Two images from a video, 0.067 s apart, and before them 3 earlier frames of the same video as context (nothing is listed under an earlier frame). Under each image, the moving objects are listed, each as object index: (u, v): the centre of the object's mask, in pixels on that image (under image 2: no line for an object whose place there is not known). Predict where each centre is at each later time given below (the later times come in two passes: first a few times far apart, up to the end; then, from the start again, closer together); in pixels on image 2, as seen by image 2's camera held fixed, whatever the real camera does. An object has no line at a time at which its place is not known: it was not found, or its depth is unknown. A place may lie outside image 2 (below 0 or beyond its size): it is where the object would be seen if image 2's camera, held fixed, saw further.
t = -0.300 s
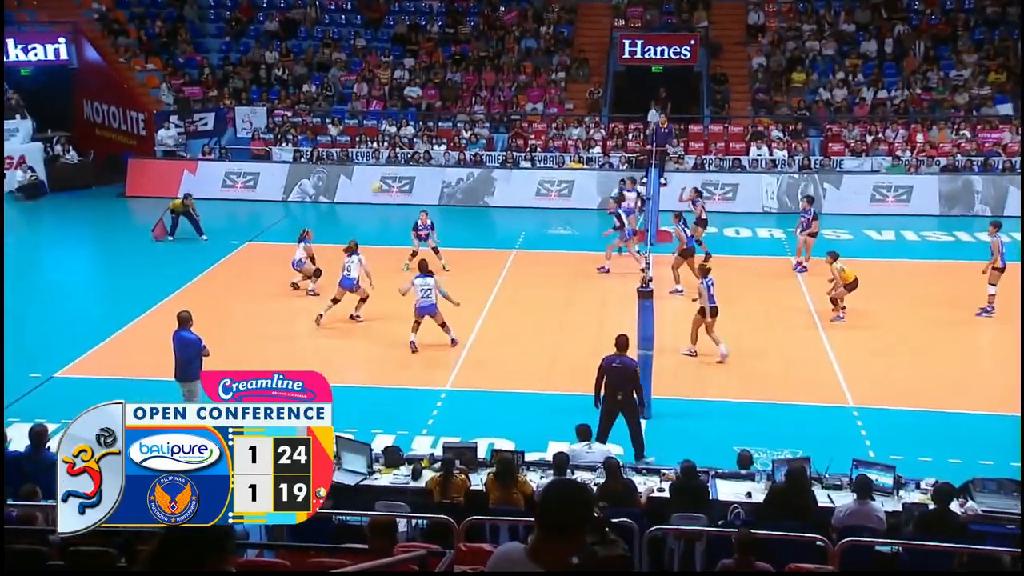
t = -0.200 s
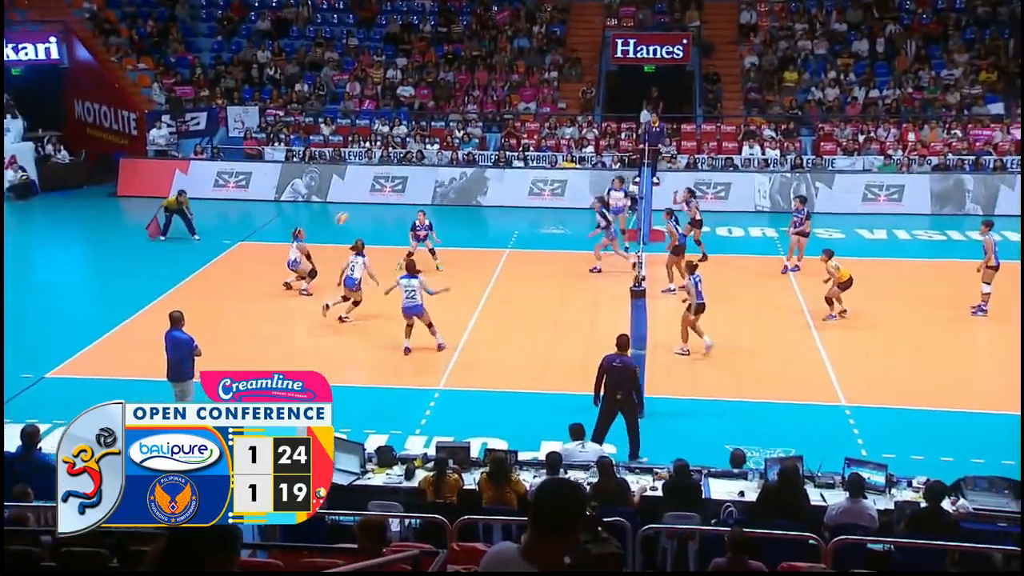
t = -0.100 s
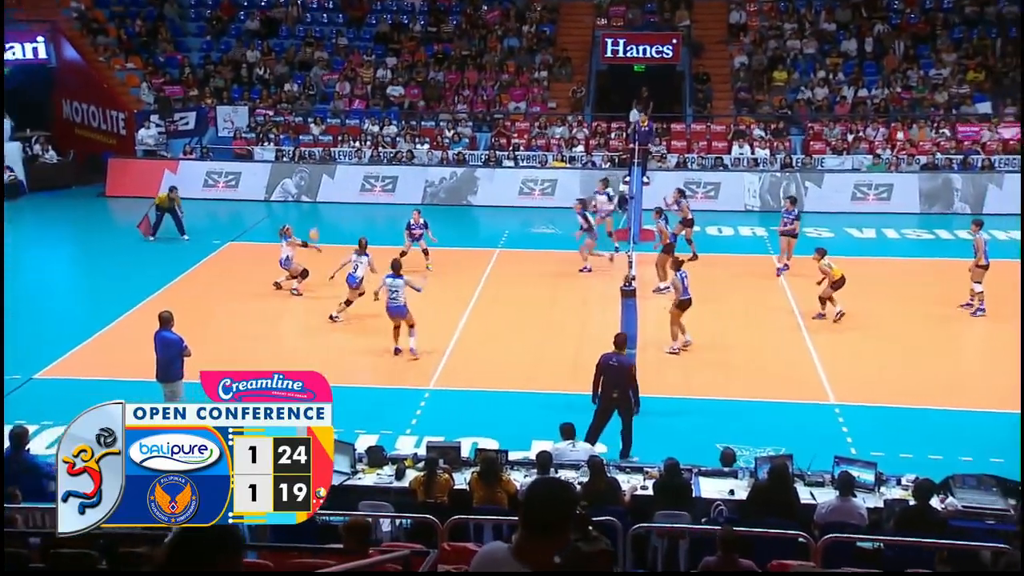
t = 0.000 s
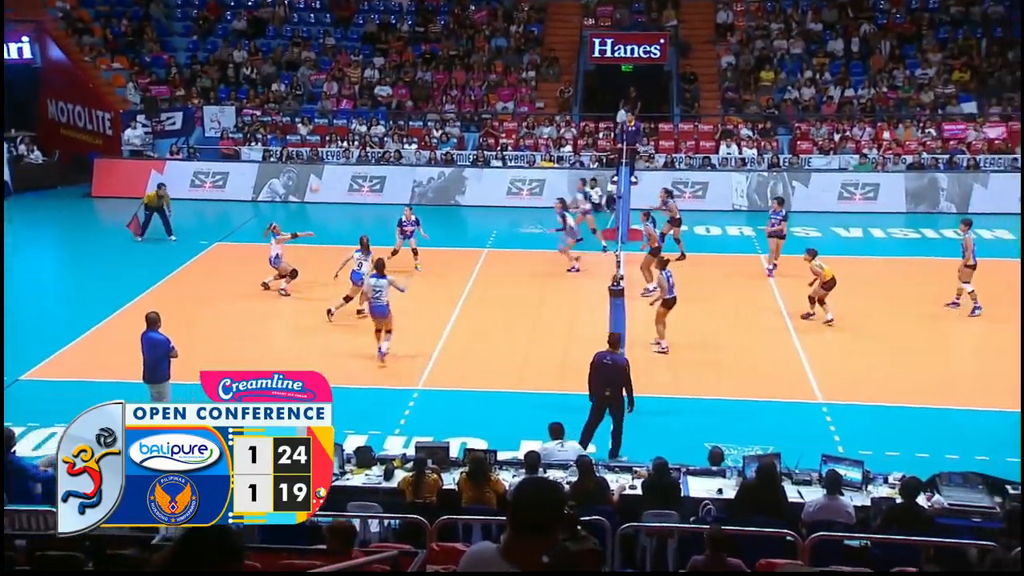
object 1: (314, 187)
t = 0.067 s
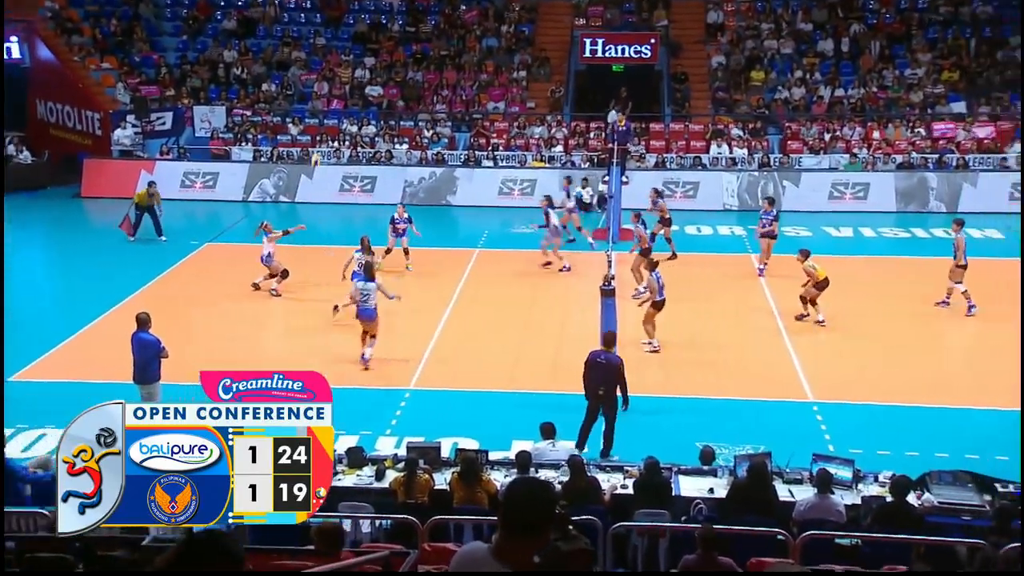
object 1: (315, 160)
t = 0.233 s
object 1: (338, 100)
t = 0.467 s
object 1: (372, 40)
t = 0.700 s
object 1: (406, 10)
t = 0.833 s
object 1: (426, 7)
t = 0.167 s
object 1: (329, 122)
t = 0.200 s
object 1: (334, 110)
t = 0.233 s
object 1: (338, 100)
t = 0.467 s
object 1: (372, 40)
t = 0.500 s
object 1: (377, 34)
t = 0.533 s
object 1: (382, 28)
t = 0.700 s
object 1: (406, 10)
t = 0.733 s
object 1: (411, 8)
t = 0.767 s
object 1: (416, 7)
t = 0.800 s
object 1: (421, 7)
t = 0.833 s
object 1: (426, 7)
